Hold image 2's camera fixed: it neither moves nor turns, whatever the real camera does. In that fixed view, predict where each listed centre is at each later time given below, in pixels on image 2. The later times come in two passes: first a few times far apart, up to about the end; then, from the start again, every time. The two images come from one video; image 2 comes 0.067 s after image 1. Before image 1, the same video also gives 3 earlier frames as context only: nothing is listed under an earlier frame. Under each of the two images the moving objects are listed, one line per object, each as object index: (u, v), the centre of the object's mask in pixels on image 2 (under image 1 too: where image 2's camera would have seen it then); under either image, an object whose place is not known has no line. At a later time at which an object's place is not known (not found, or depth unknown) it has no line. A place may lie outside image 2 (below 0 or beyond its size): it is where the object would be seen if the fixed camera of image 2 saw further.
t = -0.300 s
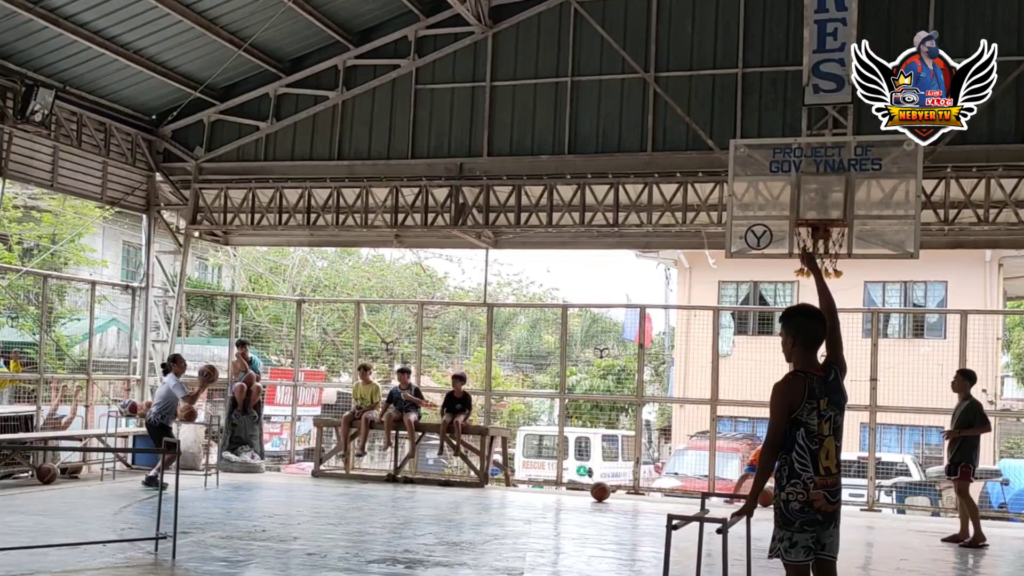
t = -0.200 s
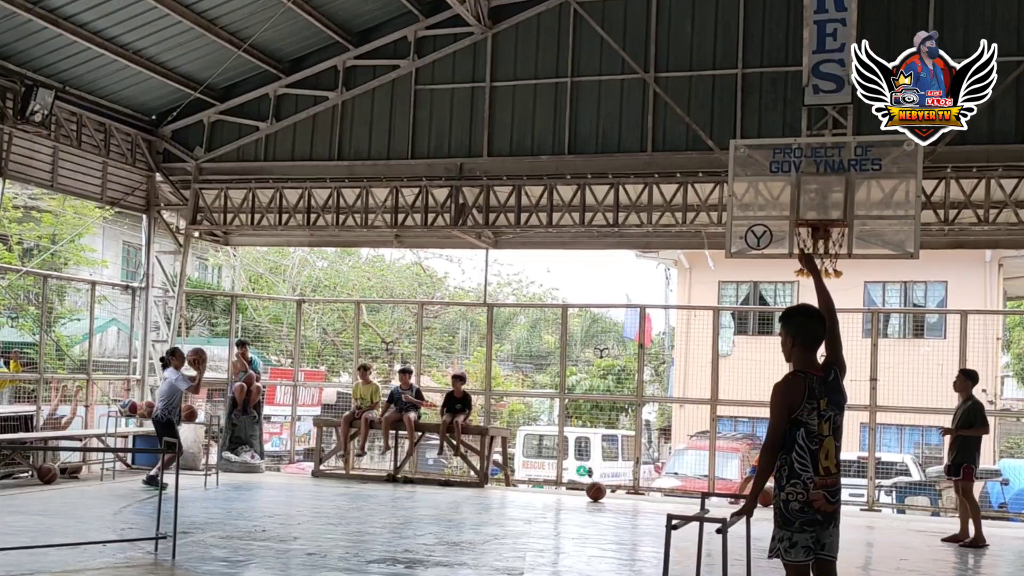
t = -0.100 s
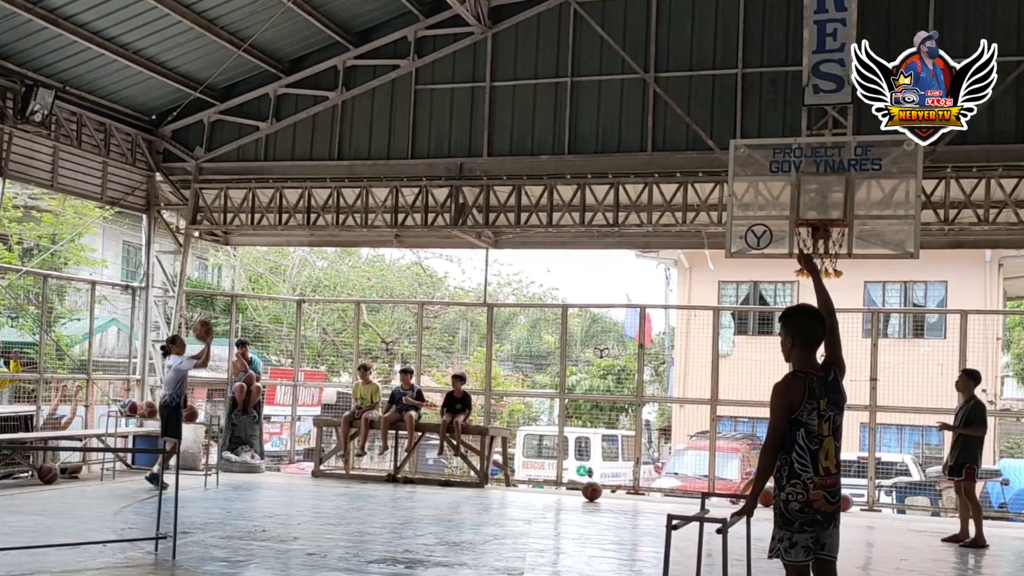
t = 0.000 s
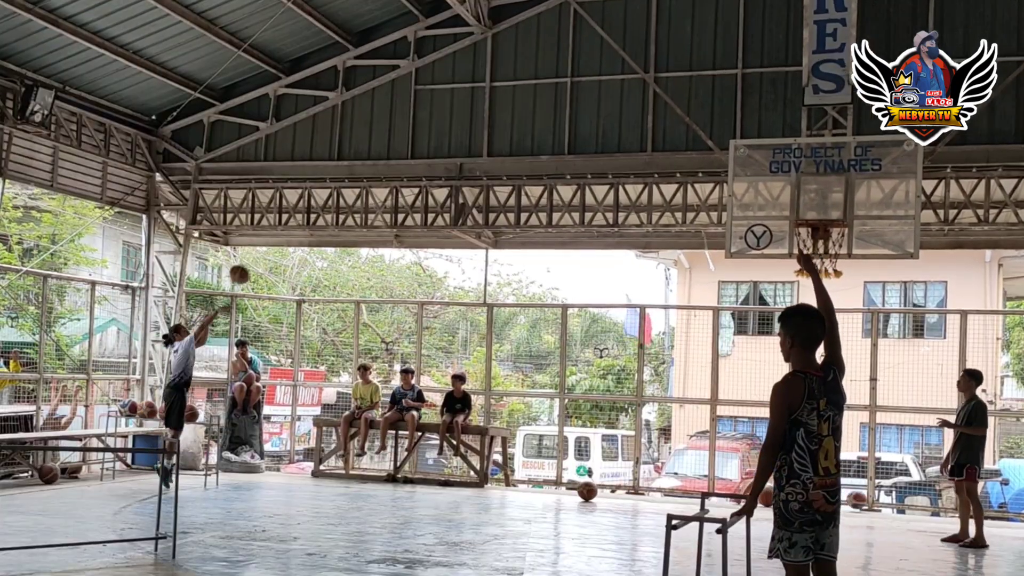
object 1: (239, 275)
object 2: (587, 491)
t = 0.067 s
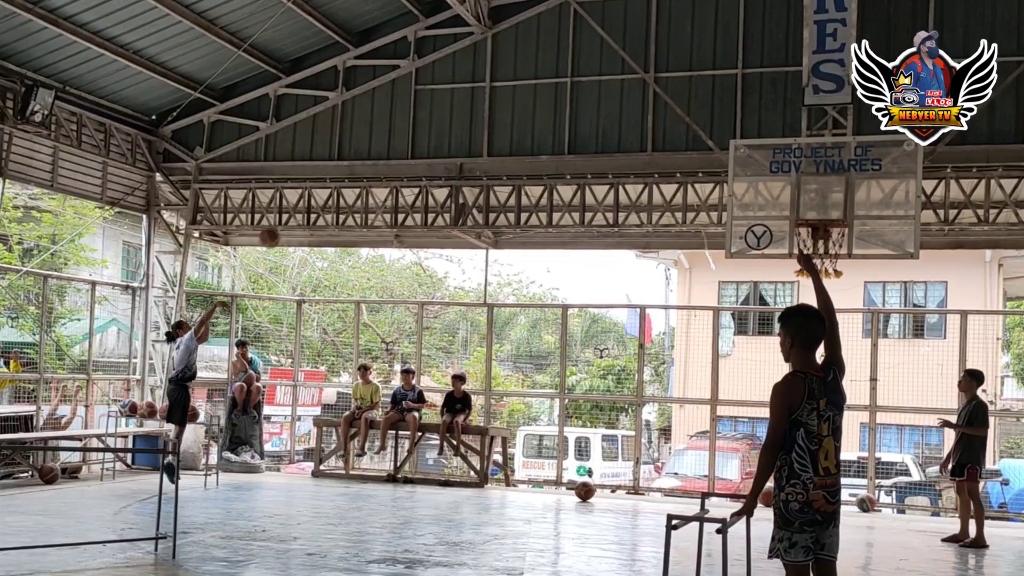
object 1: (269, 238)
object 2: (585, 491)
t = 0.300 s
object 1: (373, 142)
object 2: (575, 490)
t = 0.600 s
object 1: (509, 82)
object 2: (563, 490)
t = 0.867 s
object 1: (630, 100)
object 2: (552, 489)
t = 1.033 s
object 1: (708, 146)
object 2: (546, 489)
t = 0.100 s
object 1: (283, 221)
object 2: (583, 491)
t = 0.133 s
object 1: (299, 205)
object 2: (582, 490)
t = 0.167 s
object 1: (314, 190)
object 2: (581, 490)
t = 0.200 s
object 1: (328, 176)
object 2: (579, 490)
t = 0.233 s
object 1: (343, 165)
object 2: (578, 490)
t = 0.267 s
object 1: (358, 152)
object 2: (576, 490)
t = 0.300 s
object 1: (373, 142)
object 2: (575, 490)
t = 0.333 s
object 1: (389, 132)
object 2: (573, 490)
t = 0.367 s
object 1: (404, 122)
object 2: (572, 490)
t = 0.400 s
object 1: (419, 114)
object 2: (571, 490)
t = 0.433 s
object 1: (434, 106)
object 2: (570, 490)
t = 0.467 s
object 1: (449, 100)
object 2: (568, 490)
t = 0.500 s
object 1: (464, 94)
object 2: (567, 490)
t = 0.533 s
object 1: (479, 89)
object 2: (565, 490)
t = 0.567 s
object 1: (494, 86)
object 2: (564, 490)
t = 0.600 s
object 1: (509, 82)
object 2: (563, 490)
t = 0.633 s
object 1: (524, 81)
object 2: (561, 490)
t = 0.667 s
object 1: (539, 81)
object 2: (560, 490)
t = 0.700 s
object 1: (554, 82)
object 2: (559, 490)
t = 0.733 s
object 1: (569, 83)
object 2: (557, 490)
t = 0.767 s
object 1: (585, 85)
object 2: (556, 489)
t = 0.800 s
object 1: (600, 88)
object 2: (555, 490)
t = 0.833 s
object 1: (616, 94)
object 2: (553, 490)
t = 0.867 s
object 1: (630, 100)
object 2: (552, 489)
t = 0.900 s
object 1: (646, 107)
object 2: (551, 490)
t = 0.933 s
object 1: (662, 115)
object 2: (550, 490)
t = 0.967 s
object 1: (678, 123)
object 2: (548, 490)
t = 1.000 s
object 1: (693, 134)
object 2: (547, 490)
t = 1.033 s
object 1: (708, 146)
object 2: (546, 489)
